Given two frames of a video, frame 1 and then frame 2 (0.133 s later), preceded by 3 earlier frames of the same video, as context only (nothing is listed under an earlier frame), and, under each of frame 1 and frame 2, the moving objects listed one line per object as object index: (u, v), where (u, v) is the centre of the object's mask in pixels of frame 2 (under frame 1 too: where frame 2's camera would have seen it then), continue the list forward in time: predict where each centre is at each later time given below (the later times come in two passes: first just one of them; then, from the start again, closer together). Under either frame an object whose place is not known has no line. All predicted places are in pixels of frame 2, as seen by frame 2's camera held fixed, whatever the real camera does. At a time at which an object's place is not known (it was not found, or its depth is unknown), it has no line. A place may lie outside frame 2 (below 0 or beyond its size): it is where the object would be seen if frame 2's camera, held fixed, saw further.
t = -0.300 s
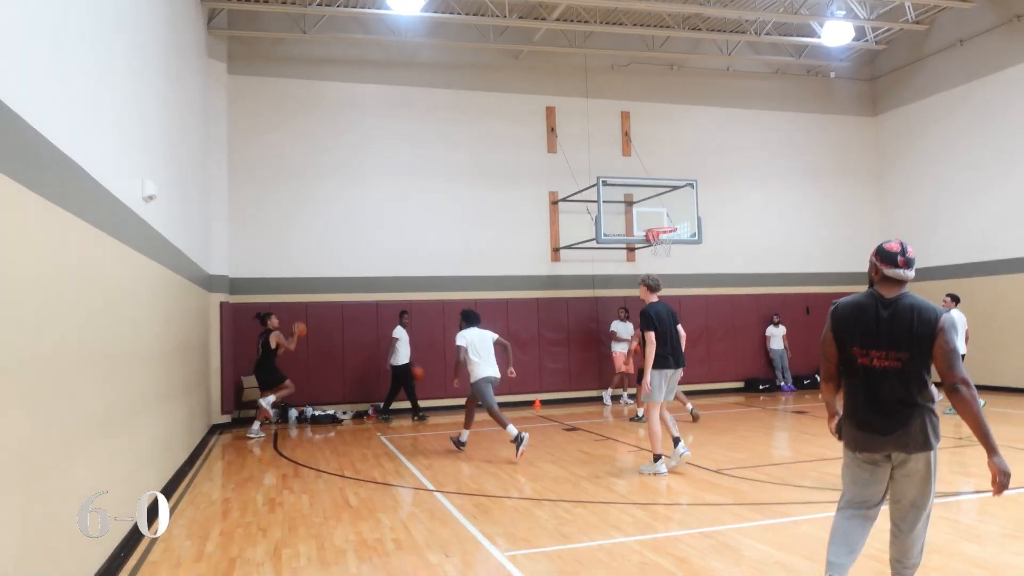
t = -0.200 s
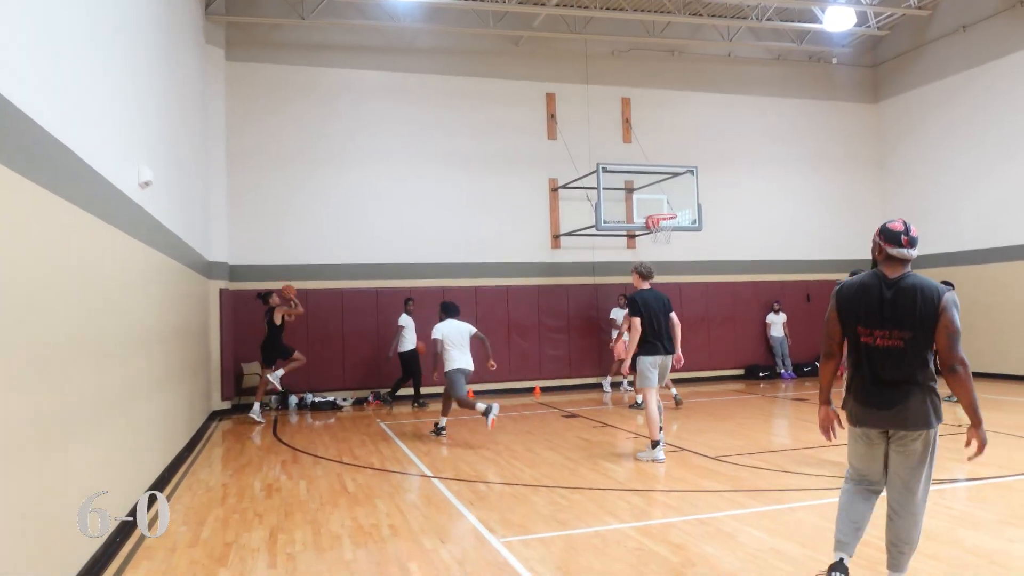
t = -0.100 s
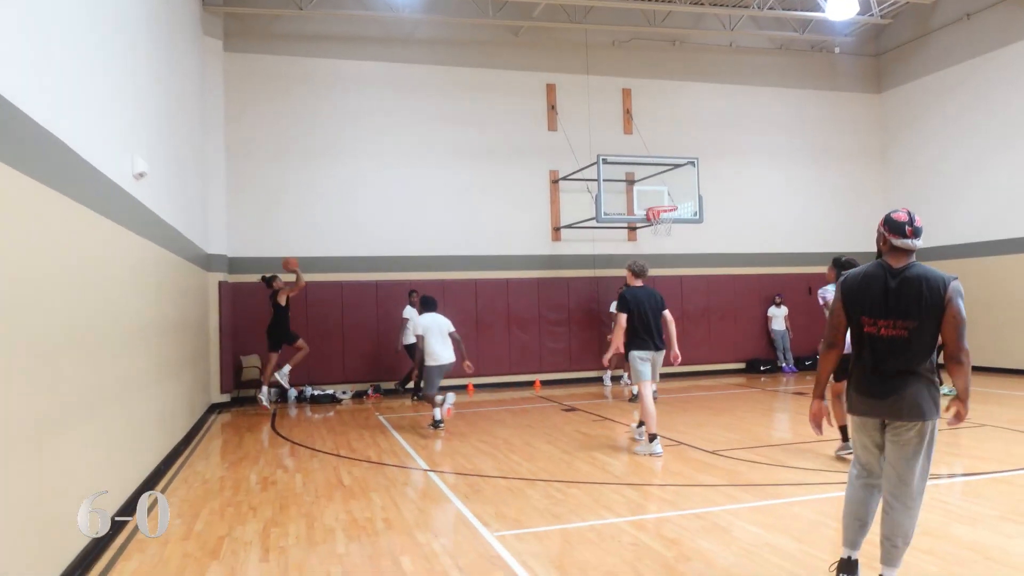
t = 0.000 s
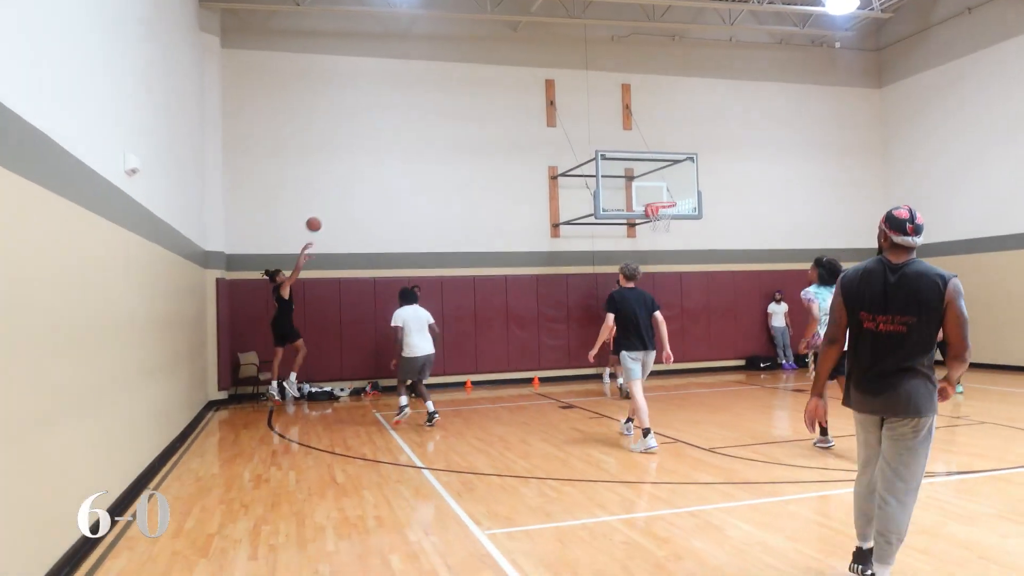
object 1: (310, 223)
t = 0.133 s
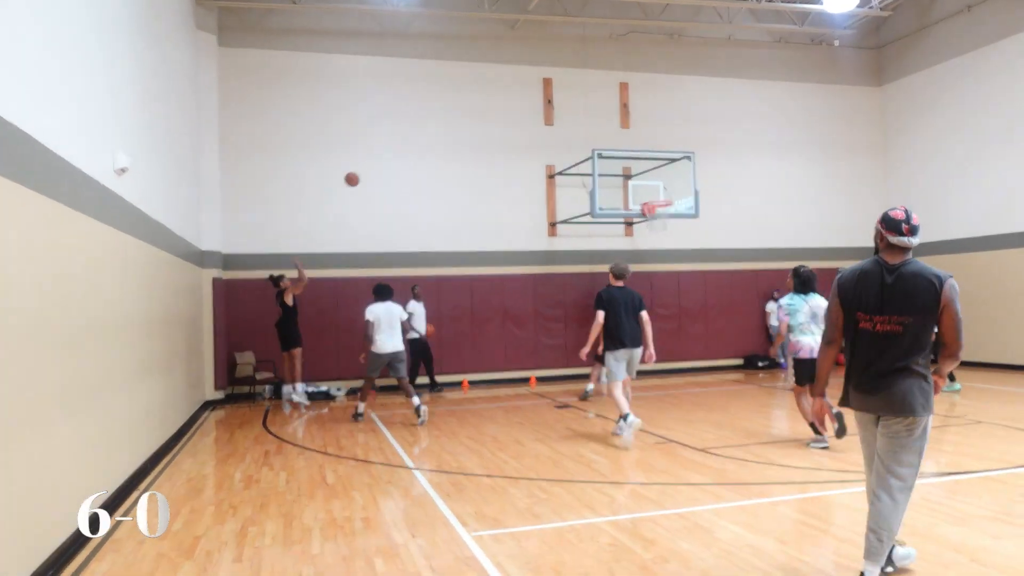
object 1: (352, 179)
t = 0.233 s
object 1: (382, 153)
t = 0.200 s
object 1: (372, 161)
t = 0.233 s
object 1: (382, 153)
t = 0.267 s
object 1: (392, 146)
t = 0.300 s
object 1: (403, 139)
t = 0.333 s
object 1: (414, 134)
